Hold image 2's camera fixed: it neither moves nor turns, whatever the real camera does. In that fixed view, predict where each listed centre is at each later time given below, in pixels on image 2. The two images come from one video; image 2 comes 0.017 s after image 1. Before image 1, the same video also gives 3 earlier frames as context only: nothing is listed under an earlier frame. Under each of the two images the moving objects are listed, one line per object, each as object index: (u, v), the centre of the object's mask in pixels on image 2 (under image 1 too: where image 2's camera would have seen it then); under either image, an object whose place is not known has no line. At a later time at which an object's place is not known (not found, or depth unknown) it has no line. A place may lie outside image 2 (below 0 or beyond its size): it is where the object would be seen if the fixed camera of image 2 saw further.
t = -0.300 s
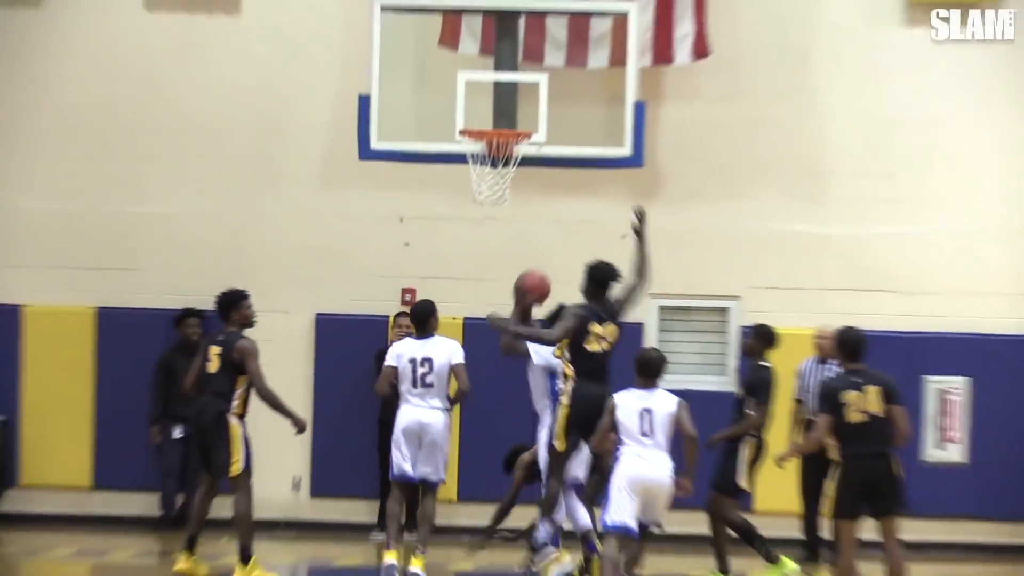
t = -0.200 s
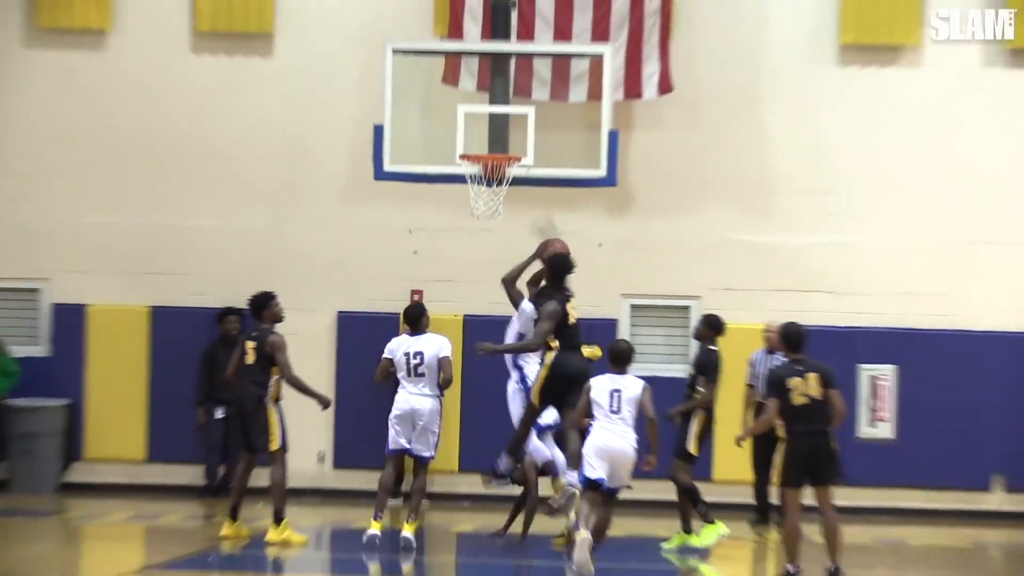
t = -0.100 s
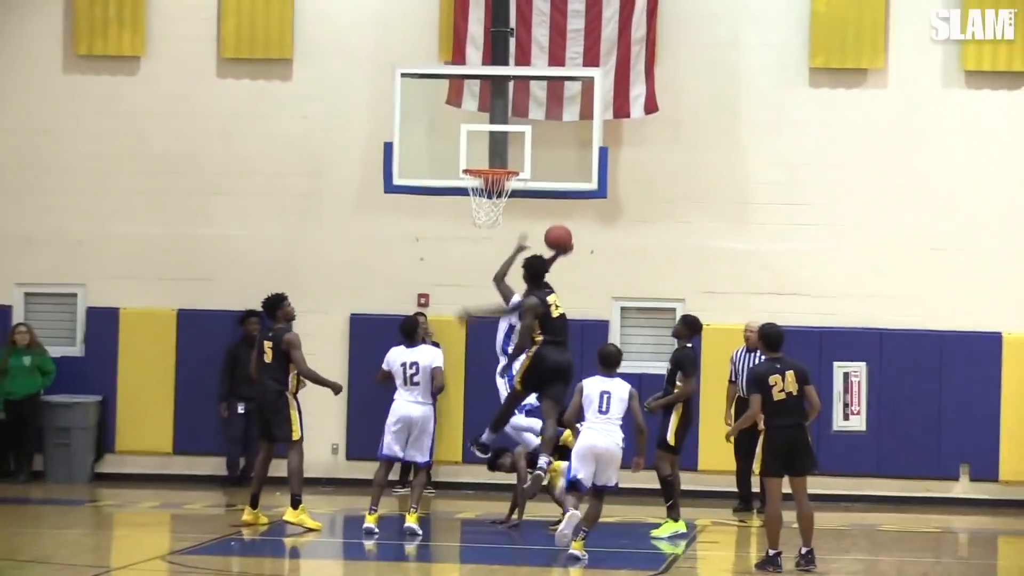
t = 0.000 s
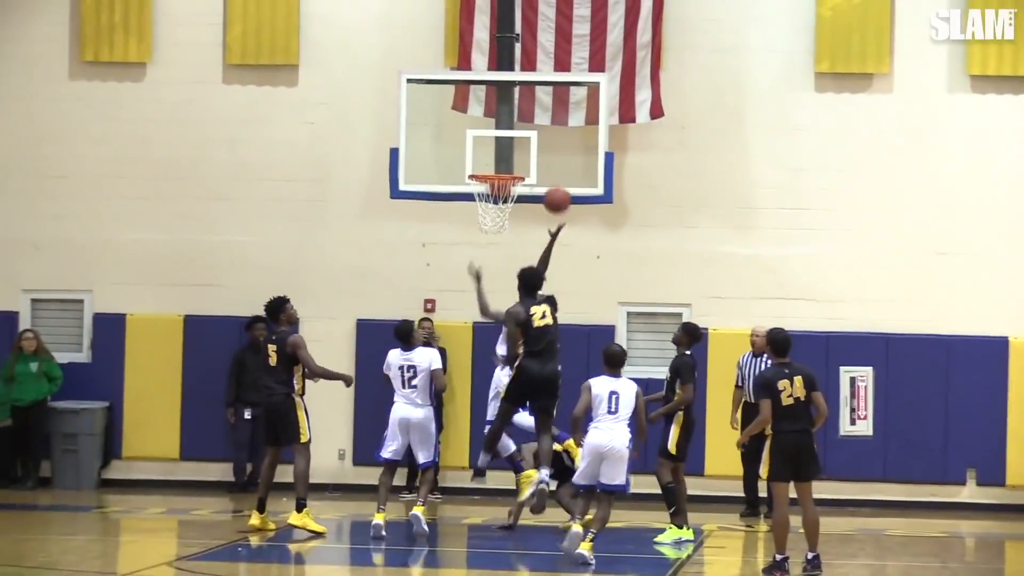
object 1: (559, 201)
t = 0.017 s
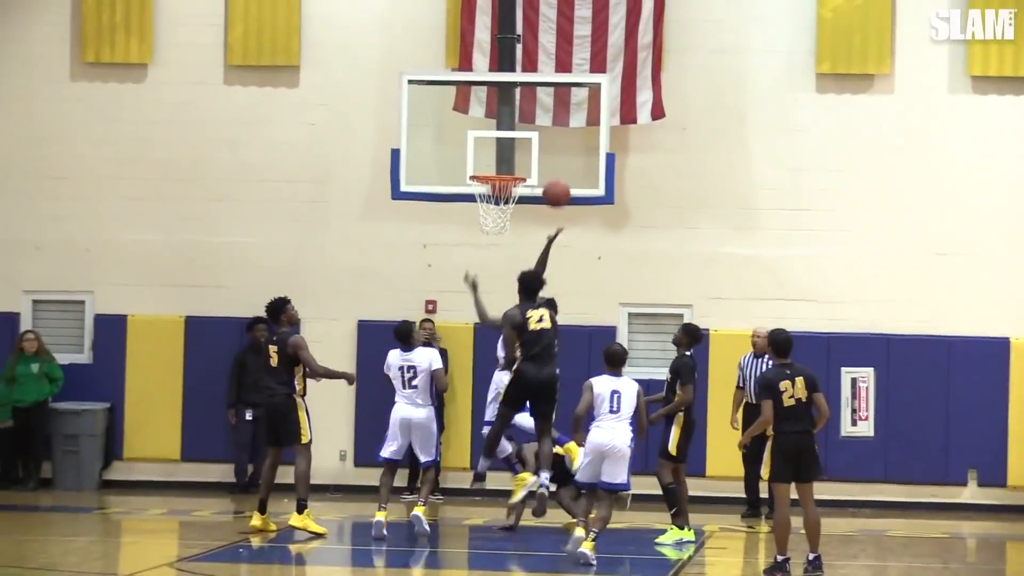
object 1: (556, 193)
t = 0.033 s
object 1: (554, 187)
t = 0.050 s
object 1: (552, 180)
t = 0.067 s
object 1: (550, 174)
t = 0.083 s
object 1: (548, 169)
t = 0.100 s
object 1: (546, 164)
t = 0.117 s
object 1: (545, 161)
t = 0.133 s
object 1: (543, 158)
